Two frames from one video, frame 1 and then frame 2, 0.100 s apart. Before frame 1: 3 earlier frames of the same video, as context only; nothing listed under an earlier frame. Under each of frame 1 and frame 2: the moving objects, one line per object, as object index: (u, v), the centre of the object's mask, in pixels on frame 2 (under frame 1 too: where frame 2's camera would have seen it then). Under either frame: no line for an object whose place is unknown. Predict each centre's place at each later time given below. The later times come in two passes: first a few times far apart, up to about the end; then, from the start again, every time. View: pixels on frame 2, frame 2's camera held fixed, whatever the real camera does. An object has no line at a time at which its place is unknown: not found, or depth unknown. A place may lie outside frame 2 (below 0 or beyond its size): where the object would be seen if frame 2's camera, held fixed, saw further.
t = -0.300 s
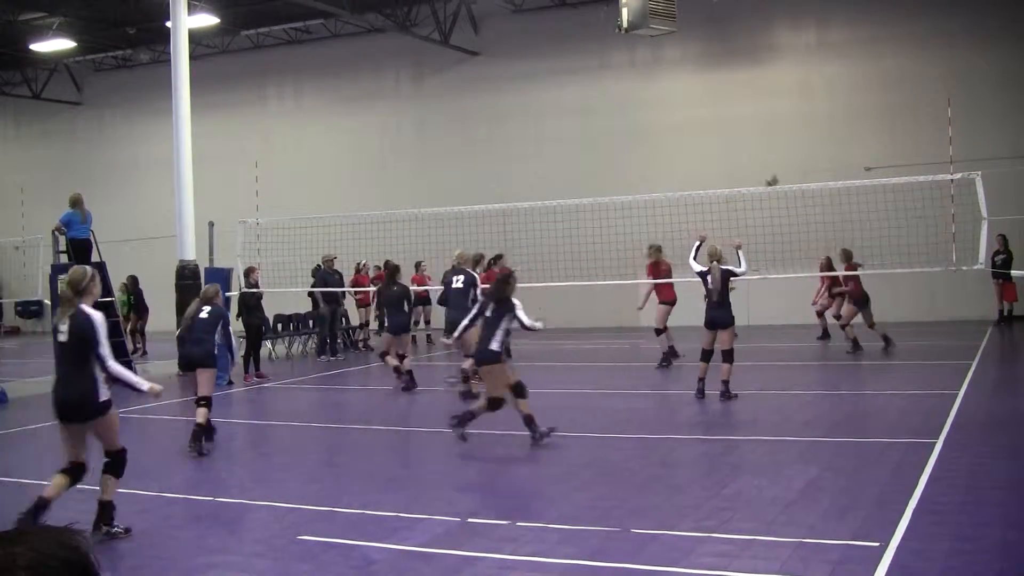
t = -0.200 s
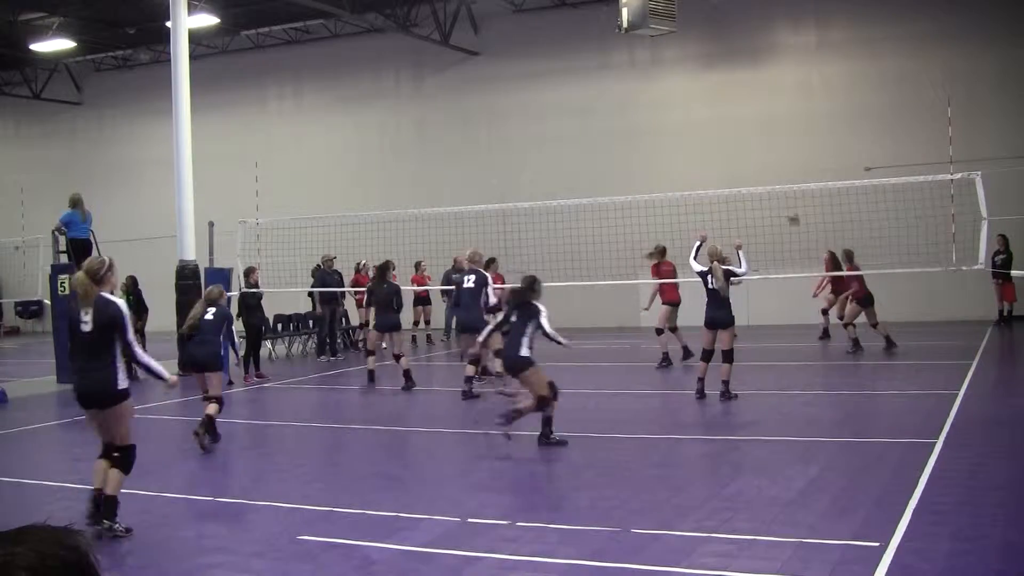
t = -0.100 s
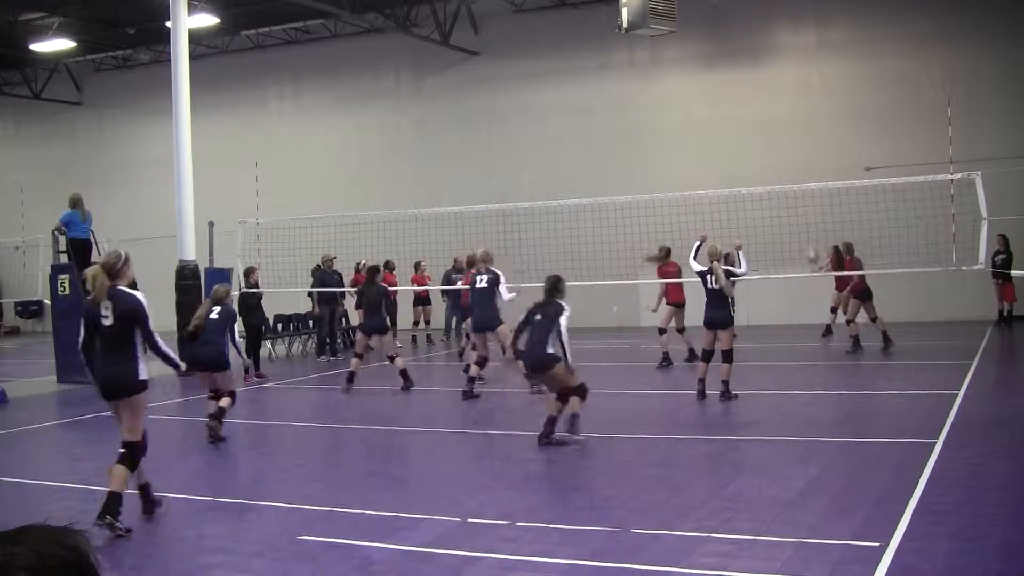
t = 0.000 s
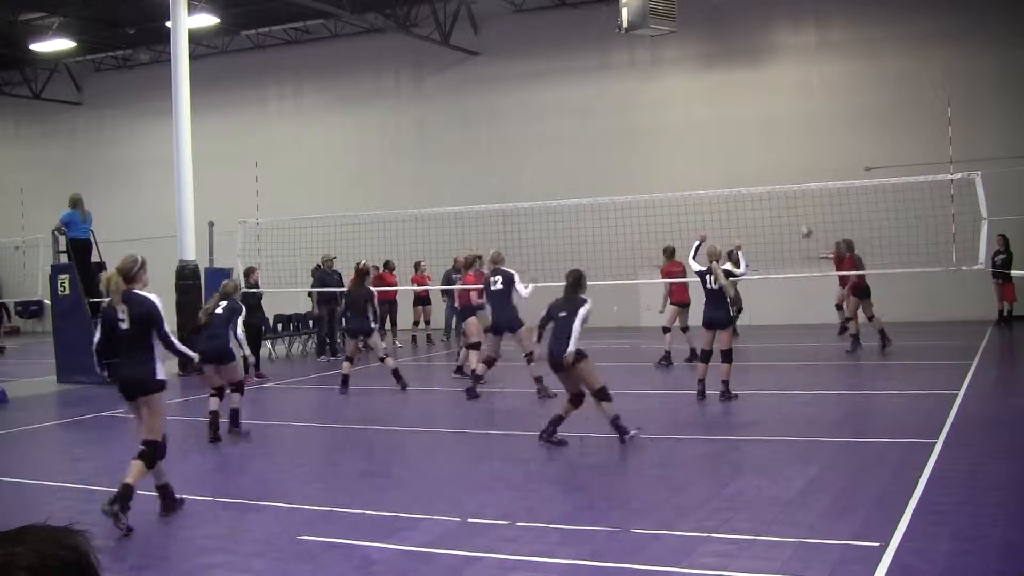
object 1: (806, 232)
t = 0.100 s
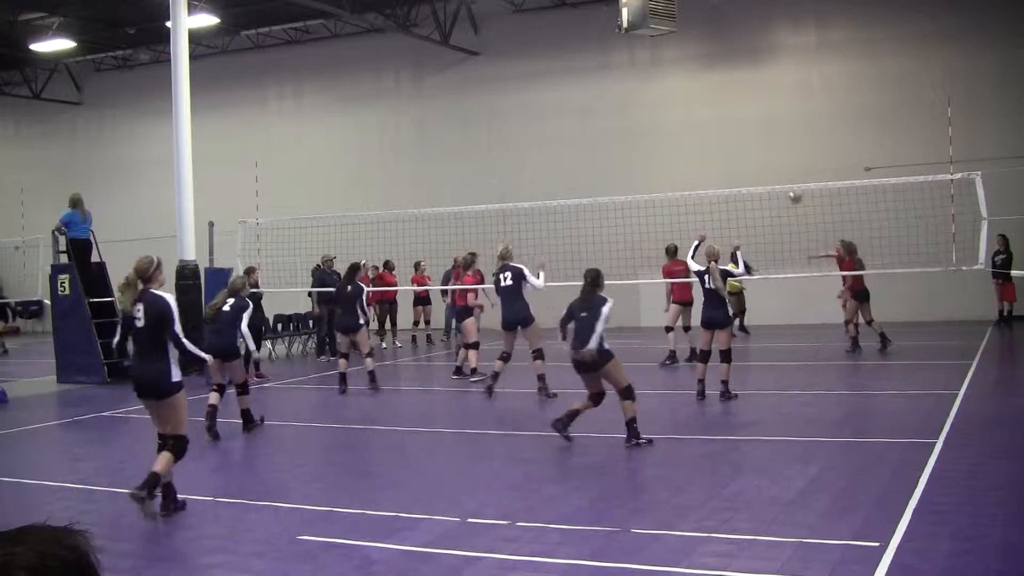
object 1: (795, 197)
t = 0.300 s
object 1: (772, 143)
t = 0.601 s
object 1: (738, 107)
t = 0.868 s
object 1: (708, 120)
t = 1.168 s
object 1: (676, 197)
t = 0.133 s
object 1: (791, 187)
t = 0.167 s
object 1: (787, 177)
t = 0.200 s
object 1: (784, 168)
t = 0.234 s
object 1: (780, 159)
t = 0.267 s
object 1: (776, 151)
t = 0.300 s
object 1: (772, 143)
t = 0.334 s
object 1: (769, 137)
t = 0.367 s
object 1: (765, 131)
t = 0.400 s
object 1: (761, 126)
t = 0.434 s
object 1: (757, 121)
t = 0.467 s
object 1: (753, 117)
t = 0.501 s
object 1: (750, 113)
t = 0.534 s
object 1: (746, 111)
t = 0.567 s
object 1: (742, 108)
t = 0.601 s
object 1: (738, 107)
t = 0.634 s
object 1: (734, 106)
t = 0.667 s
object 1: (731, 106)
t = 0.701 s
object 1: (727, 105)
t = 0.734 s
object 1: (723, 107)
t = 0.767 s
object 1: (719, 110)
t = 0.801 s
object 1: (716, 112)
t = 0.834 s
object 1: (712, 115)
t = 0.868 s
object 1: (708, 120)
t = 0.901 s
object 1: (705, 125)
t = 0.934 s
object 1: (701, 131)
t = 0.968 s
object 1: (698, 139)
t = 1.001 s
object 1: (692, 145)
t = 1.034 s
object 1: (691, 155)
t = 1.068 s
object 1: (688, 164)
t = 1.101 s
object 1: (684, 173)
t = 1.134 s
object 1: (680, 184)
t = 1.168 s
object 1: (676, 197)
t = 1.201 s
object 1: (673, 209)
